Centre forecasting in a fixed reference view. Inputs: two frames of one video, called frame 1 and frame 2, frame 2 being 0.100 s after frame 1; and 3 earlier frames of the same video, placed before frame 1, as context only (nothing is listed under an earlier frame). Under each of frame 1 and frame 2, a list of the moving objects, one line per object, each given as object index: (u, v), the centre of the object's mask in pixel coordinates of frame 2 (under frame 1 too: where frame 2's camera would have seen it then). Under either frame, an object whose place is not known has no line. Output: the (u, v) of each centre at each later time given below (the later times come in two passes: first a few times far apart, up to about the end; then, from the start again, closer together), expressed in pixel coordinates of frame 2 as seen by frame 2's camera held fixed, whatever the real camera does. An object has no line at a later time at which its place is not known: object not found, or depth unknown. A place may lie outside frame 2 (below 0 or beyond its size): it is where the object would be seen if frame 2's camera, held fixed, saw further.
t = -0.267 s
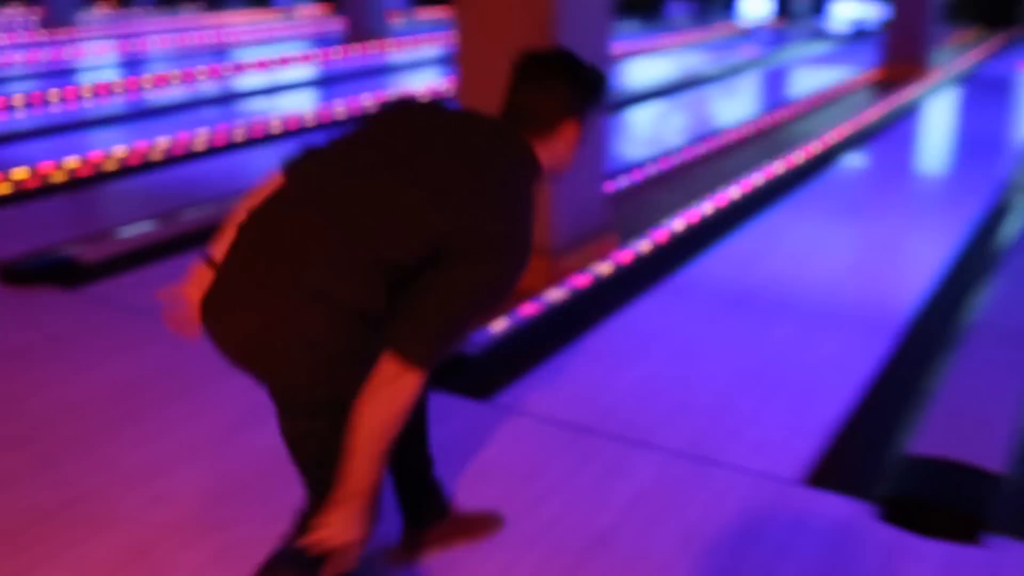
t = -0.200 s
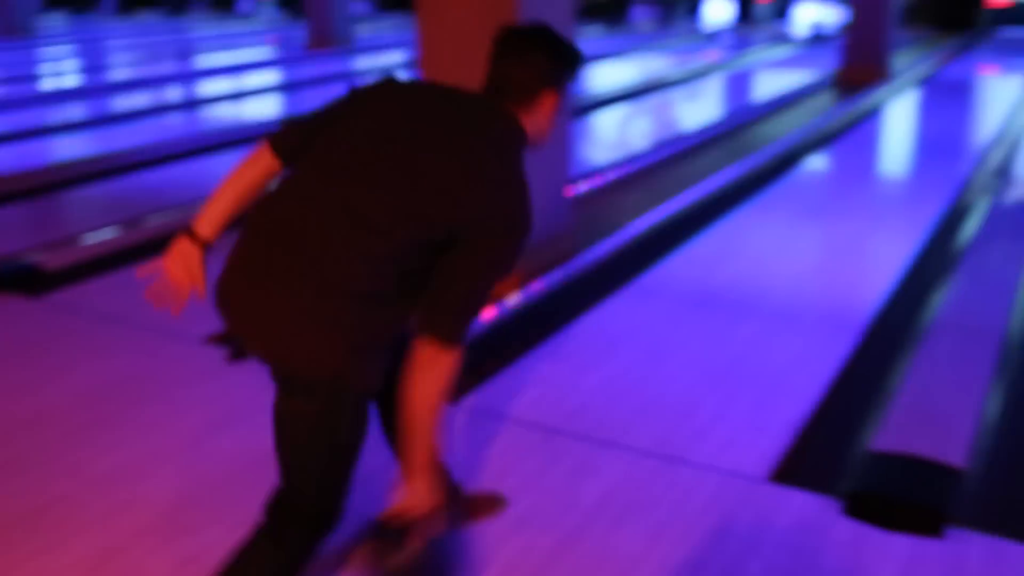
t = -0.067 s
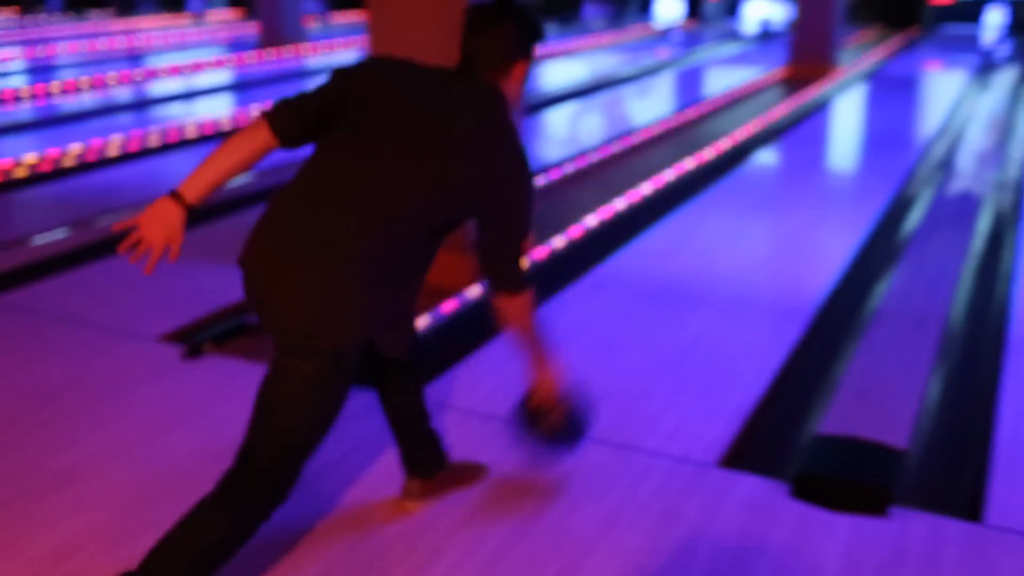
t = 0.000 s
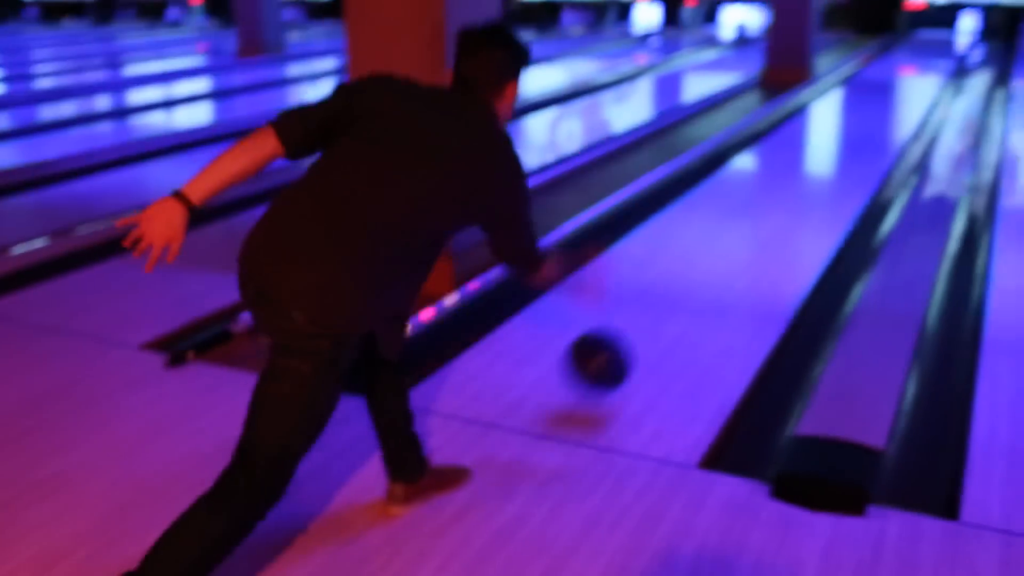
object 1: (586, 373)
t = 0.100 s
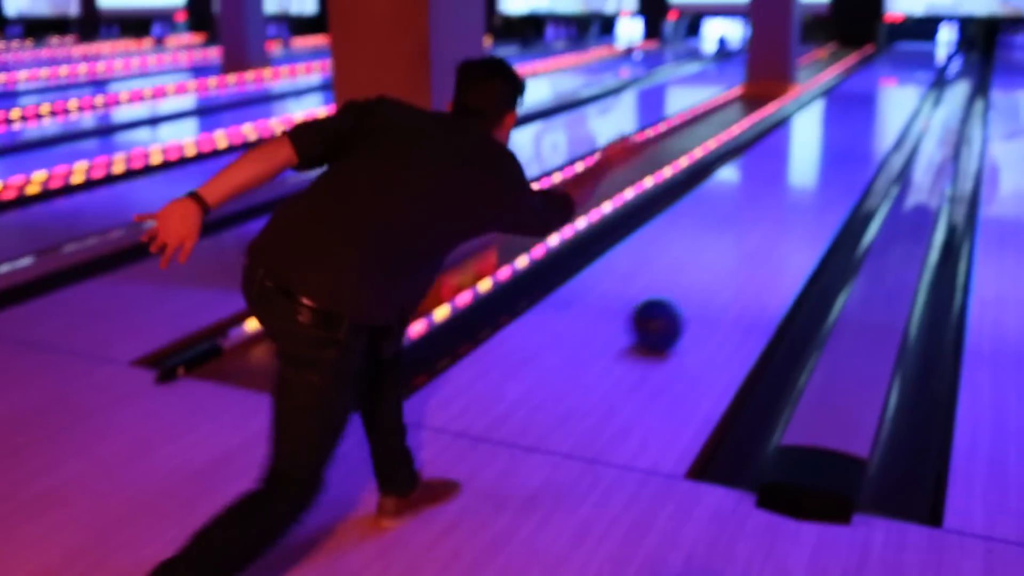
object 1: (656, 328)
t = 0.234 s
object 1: (721, 265)
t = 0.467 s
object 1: (790, 195)
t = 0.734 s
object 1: (837, 147)
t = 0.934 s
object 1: (861, 122)
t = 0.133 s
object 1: (674, 311)
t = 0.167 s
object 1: (691, 294)
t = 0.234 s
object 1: (721, 265)
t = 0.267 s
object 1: (733, 252)
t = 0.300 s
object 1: (745, 241)
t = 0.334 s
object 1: (755, 230)
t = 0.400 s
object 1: (774, 211)
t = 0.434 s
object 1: (783, 202)
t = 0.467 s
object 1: (790, 195)
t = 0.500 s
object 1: (797, 187)
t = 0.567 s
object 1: (810, 174)
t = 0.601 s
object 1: (817, 167)
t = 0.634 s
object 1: (823, 162)
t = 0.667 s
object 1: (828, 157)
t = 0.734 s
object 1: (837, 147)
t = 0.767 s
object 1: (842, 142)
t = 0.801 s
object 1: (846, 137)
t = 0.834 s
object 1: (850, 133)
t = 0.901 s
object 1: (858, 125)
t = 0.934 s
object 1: (861, 122)
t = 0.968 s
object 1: (865, 118)
